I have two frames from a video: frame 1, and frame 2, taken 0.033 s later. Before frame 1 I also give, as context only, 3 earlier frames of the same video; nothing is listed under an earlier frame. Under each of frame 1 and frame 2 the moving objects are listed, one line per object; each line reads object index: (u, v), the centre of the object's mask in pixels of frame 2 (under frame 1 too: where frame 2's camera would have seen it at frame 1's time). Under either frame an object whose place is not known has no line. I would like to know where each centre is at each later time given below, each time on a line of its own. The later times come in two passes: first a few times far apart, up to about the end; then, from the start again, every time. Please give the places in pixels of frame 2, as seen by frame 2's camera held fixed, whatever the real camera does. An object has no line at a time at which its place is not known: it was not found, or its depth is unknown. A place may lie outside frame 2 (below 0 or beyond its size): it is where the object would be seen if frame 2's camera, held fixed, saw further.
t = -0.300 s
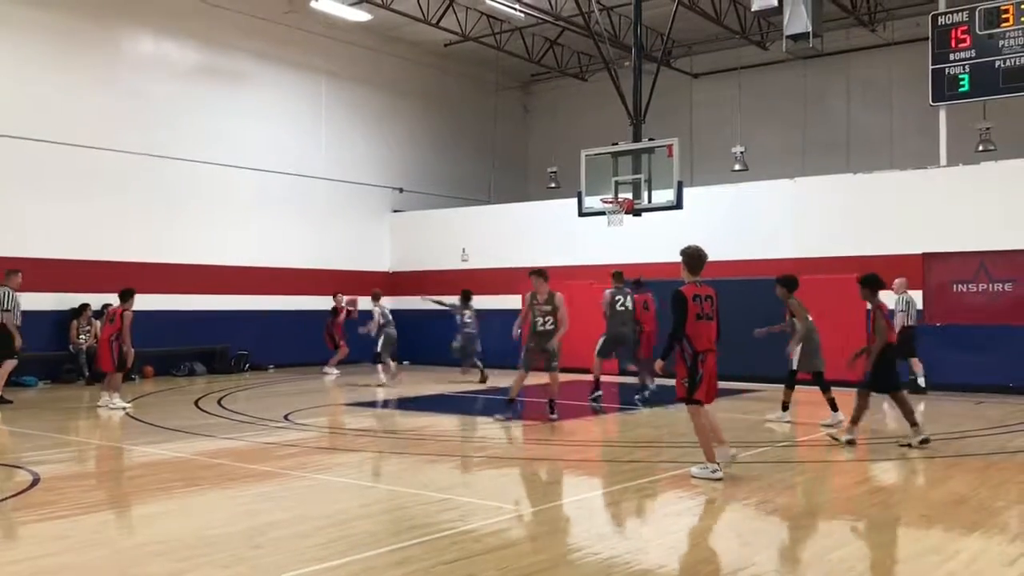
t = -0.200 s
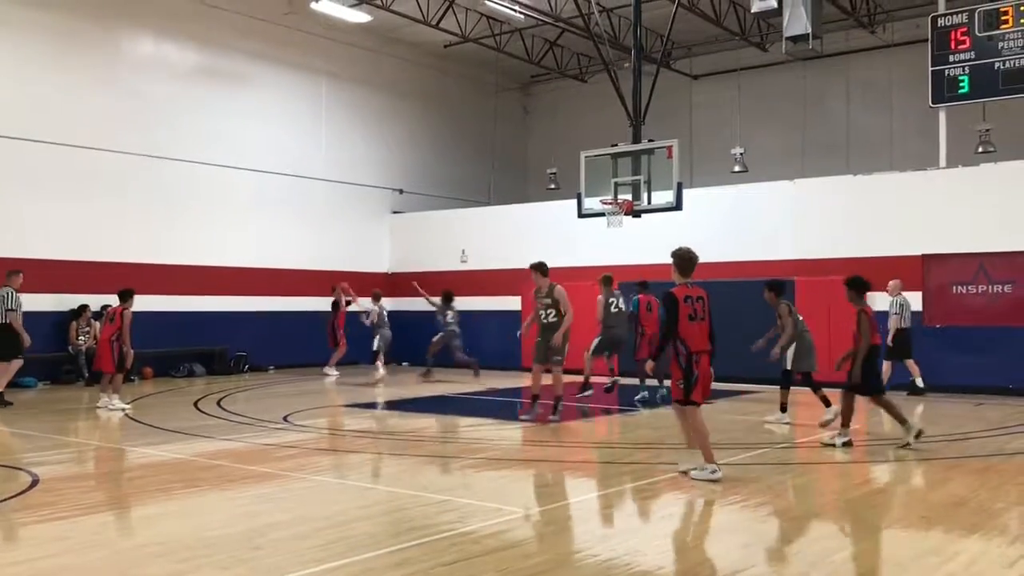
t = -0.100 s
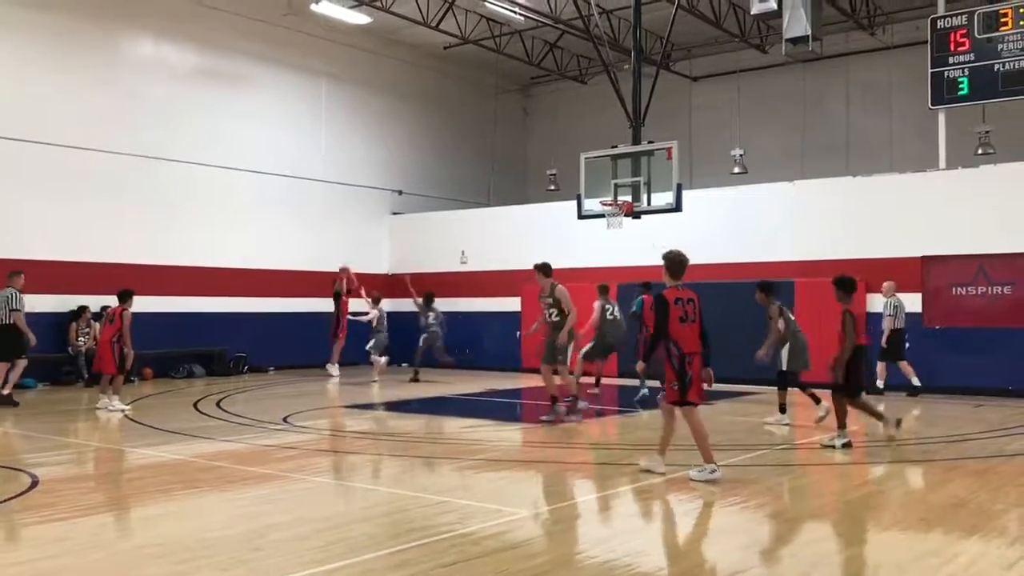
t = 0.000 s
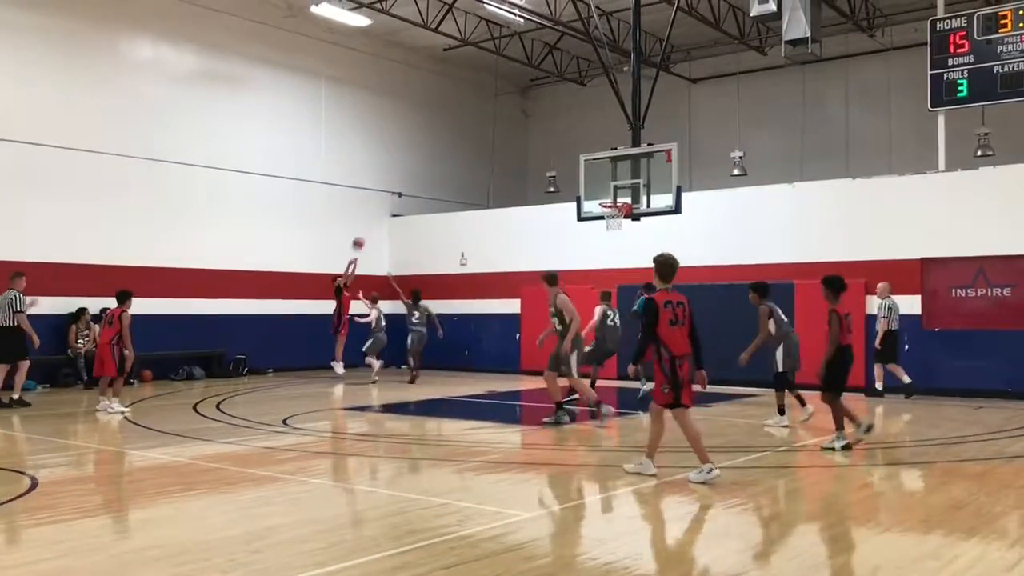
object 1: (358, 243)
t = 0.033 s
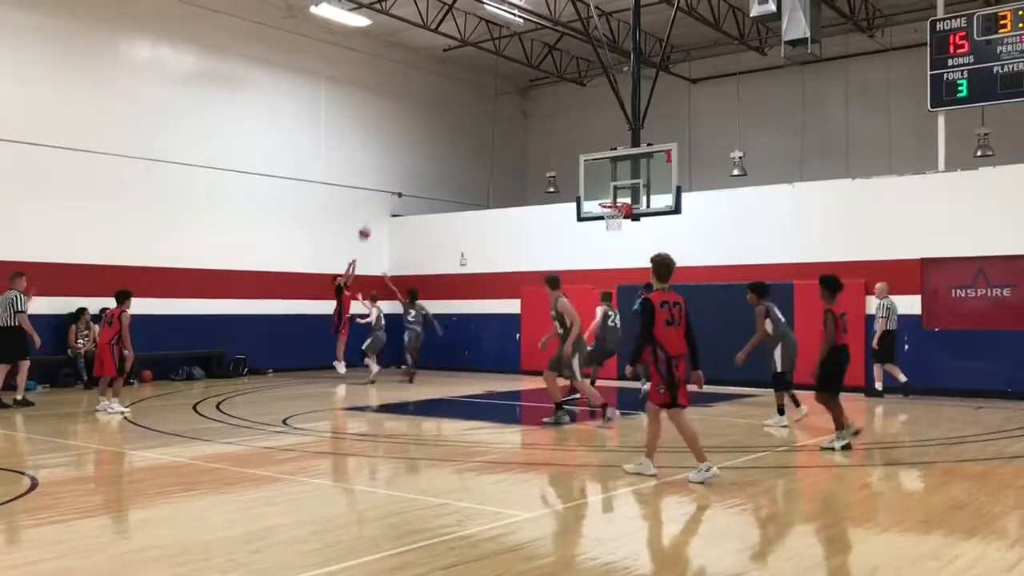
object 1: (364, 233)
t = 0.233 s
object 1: (402, 182)
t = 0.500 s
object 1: (457, 140)
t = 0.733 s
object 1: (508, 133)
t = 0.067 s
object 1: (370, 224)
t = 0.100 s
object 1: (376, 214)
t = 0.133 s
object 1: (383, 205)
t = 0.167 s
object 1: (390, 196)
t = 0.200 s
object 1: (395, 190)
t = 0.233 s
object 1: (402, 182)
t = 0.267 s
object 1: (409, 176)
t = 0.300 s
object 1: (417, 168)
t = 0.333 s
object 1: (424, 162)
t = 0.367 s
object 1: (430, 156)
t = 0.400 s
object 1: (437, 151)
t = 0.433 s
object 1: (444, 145)
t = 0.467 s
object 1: (450, 143)
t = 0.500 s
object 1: (457, 140)
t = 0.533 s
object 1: (465, 137)
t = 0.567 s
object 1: (472, 136)
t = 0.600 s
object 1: (479, 134)
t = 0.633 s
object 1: (486, 132)
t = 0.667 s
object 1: (493, 132)
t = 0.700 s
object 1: (500, 132)
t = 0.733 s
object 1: (508, 133)
